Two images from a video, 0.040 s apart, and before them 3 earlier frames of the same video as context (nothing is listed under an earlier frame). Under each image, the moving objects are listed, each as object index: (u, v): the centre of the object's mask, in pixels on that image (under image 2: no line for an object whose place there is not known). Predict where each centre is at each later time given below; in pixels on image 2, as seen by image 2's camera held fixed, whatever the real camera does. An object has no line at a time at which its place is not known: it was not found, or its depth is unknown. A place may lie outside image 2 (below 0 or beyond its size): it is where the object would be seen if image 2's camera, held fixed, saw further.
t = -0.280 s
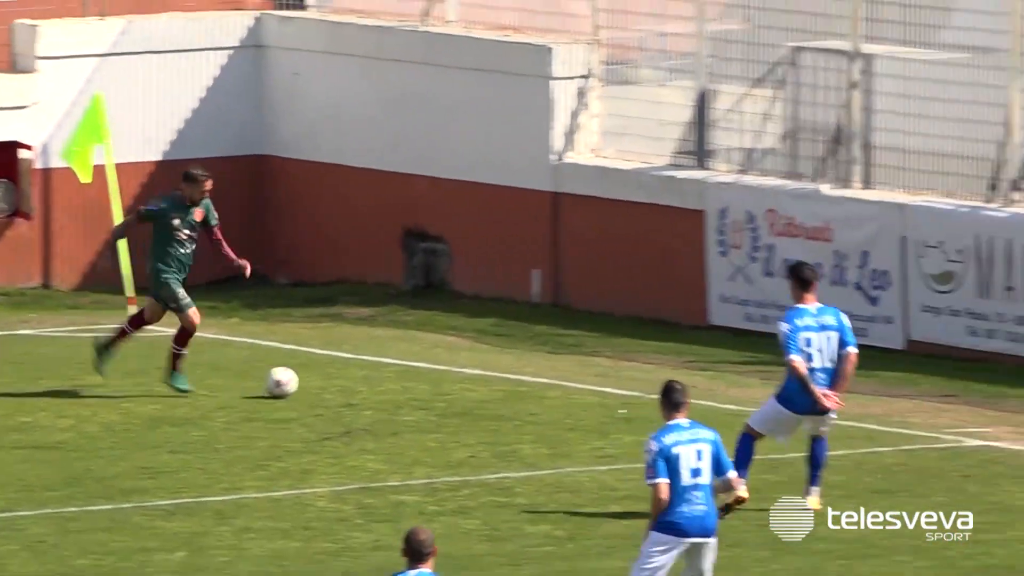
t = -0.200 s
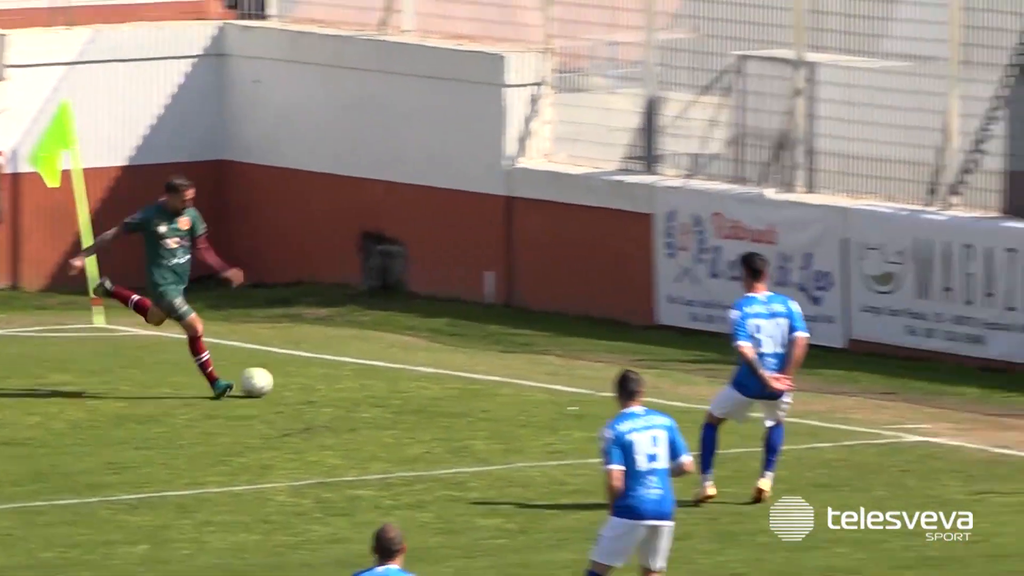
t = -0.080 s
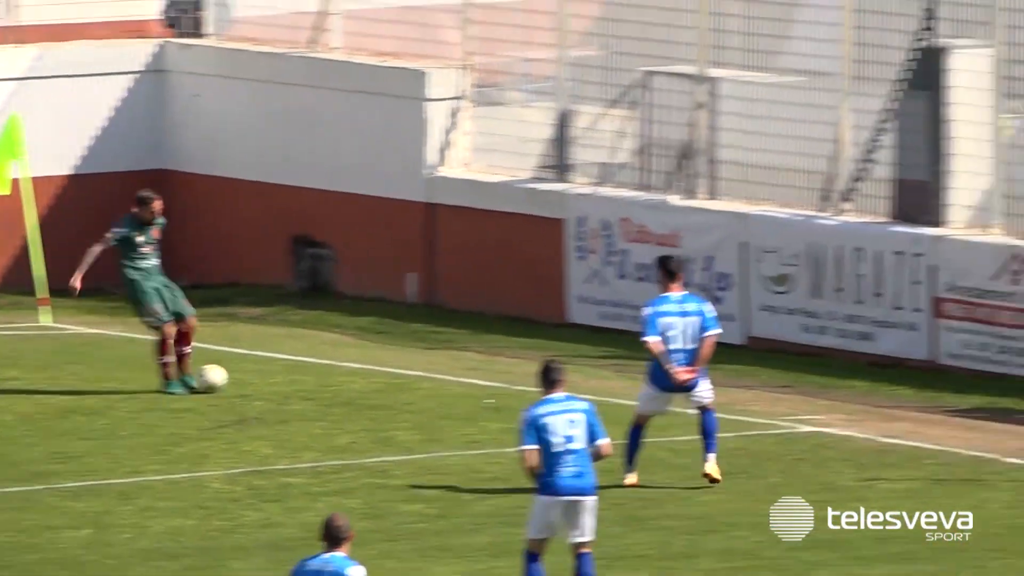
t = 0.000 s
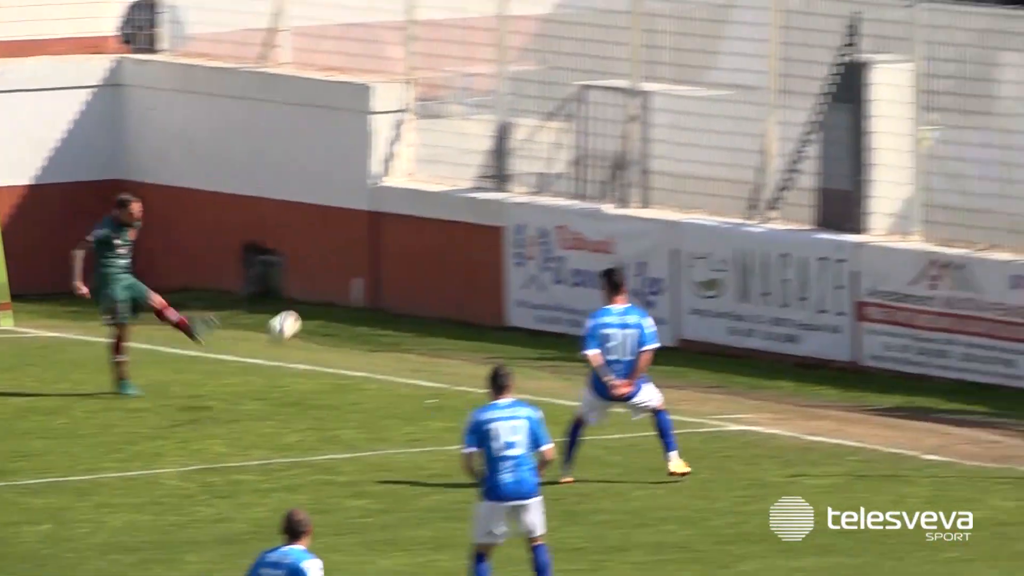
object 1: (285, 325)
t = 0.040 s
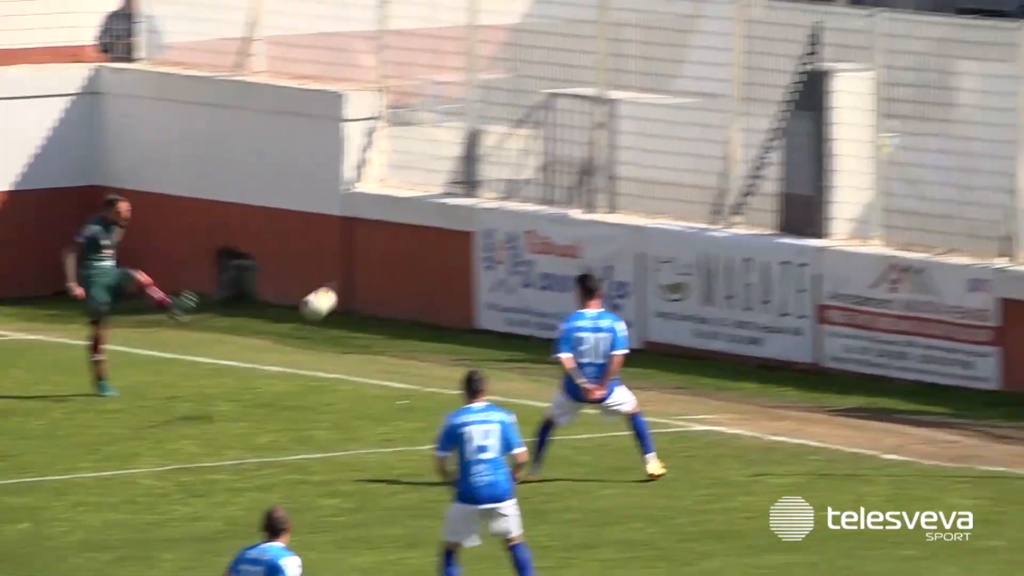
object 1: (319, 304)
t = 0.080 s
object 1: (379, 279)
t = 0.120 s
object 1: (436, 256)
